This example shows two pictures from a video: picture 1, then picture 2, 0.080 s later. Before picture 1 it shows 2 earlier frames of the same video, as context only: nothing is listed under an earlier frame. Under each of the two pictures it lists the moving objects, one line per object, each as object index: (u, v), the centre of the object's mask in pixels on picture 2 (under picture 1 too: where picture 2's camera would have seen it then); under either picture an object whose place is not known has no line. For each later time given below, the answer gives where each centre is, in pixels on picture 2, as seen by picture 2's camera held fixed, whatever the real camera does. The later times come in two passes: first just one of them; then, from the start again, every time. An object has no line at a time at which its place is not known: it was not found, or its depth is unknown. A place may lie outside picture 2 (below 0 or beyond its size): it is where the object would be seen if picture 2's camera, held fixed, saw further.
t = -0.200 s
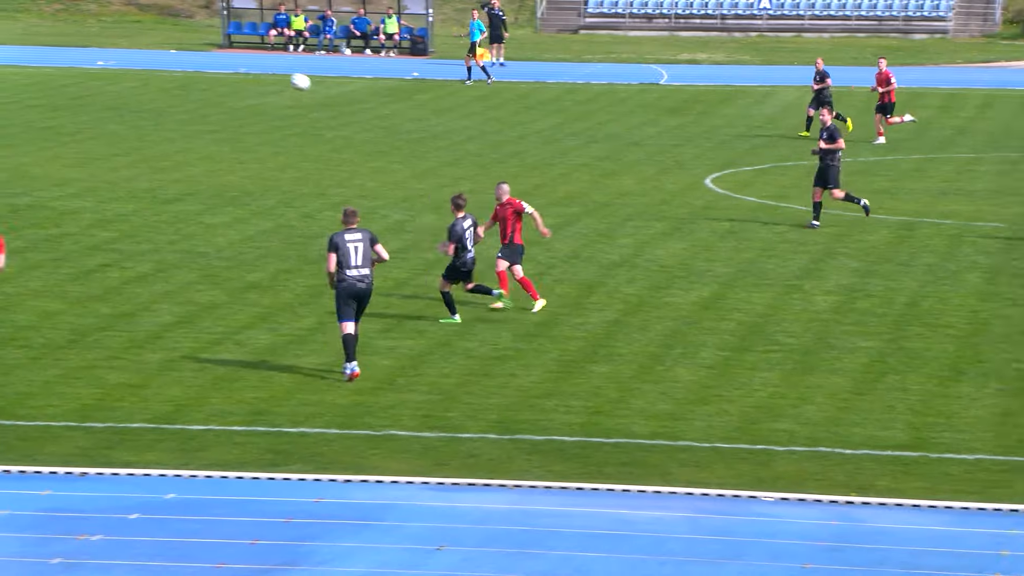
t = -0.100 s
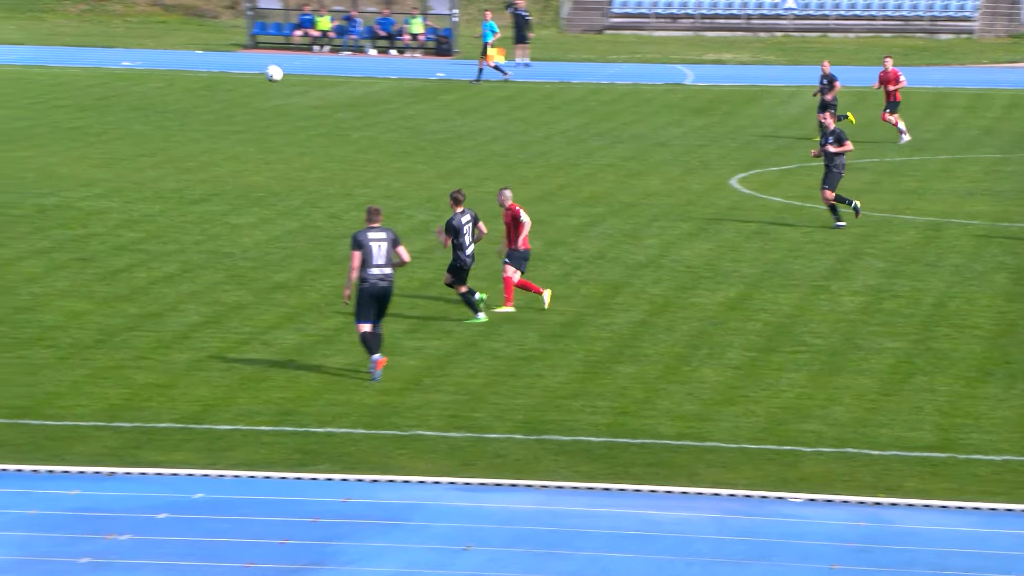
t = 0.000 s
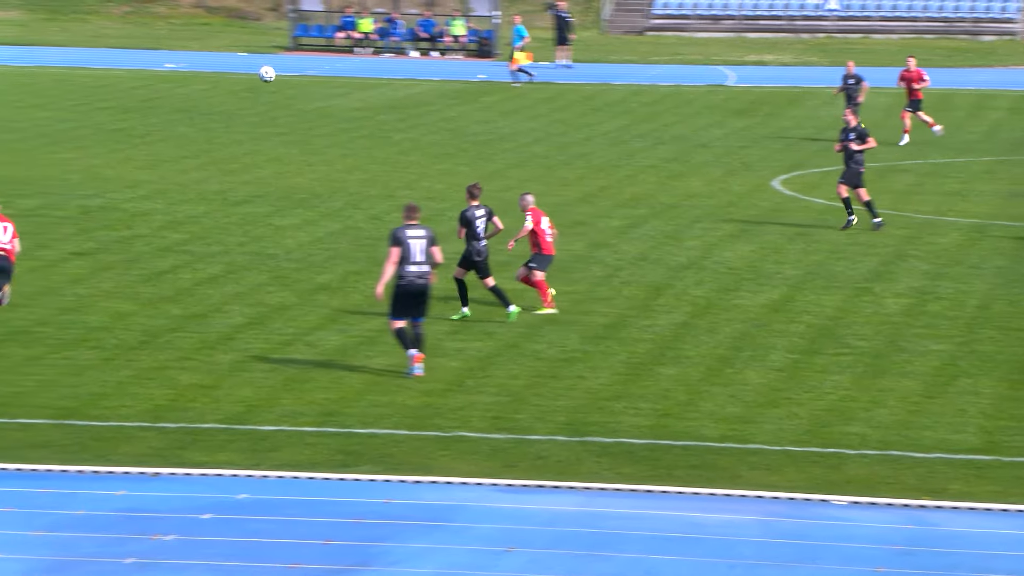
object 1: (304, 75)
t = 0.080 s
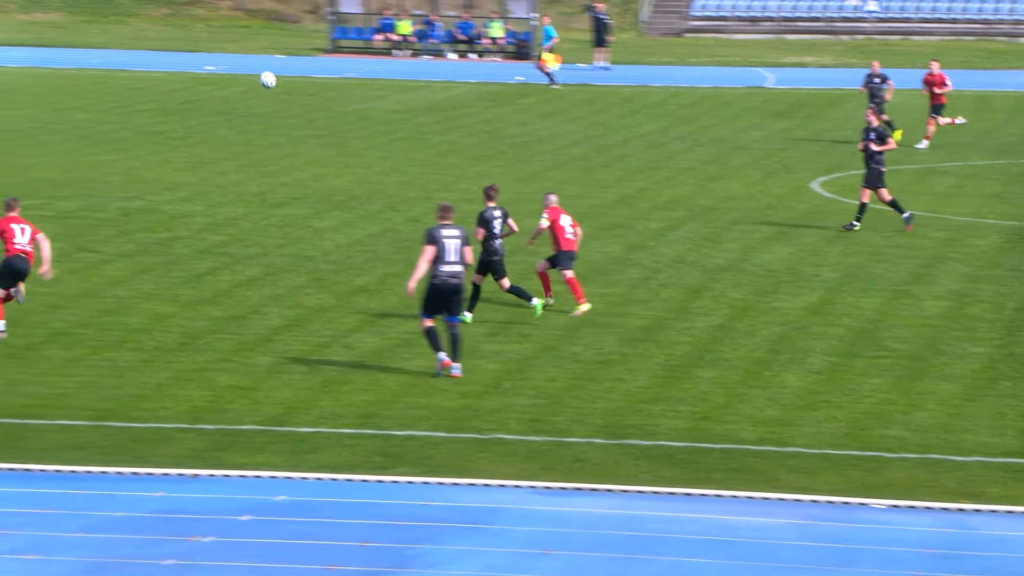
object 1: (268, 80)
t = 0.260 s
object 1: (188, 105)
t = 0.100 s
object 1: (258, 82)
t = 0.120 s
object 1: (251, 84)
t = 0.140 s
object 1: (242, 86)
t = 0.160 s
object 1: (233, 89)
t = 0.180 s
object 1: (224, 91)
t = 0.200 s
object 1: (215, 94)
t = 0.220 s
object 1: (206, 97)
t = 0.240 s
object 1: (198, 101)
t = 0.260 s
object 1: (188, 105)
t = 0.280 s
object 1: (181, 109)
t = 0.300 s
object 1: (172, 113)
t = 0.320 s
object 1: (163, 118)
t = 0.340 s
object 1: (154, 122)
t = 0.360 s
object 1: (145, 127)
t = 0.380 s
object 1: (136, 133)
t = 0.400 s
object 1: (128, 138)
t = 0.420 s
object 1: (119, 144)
